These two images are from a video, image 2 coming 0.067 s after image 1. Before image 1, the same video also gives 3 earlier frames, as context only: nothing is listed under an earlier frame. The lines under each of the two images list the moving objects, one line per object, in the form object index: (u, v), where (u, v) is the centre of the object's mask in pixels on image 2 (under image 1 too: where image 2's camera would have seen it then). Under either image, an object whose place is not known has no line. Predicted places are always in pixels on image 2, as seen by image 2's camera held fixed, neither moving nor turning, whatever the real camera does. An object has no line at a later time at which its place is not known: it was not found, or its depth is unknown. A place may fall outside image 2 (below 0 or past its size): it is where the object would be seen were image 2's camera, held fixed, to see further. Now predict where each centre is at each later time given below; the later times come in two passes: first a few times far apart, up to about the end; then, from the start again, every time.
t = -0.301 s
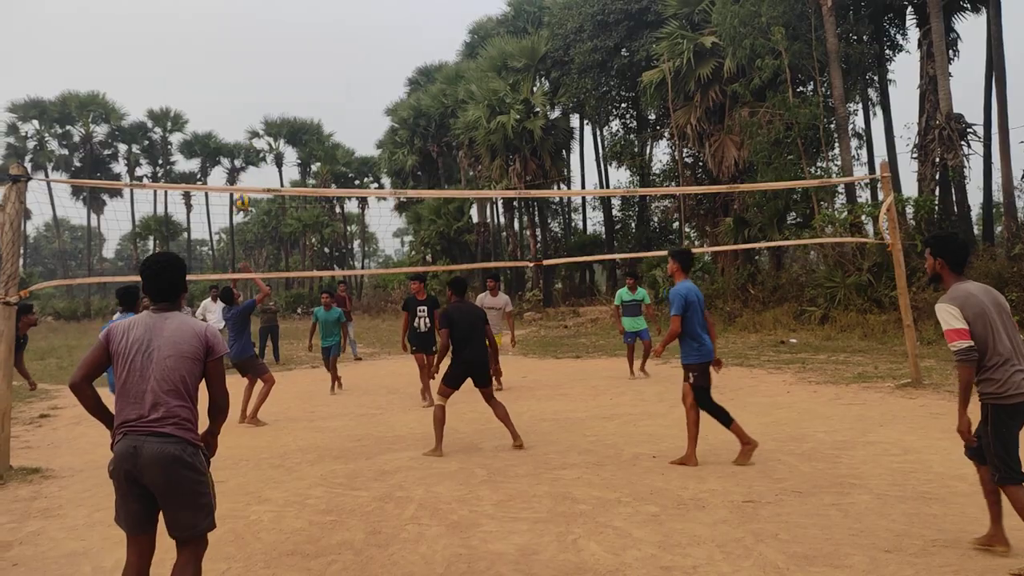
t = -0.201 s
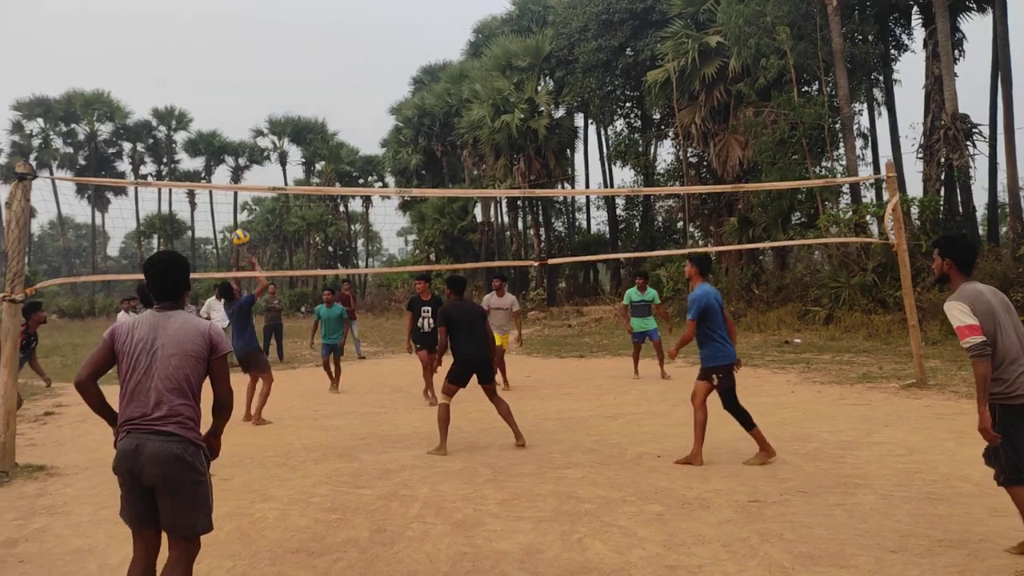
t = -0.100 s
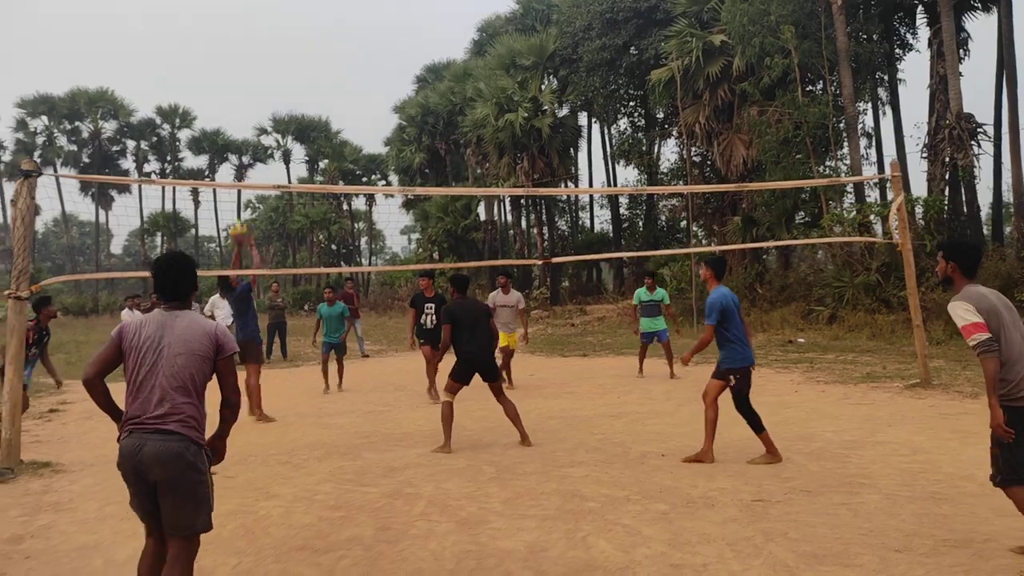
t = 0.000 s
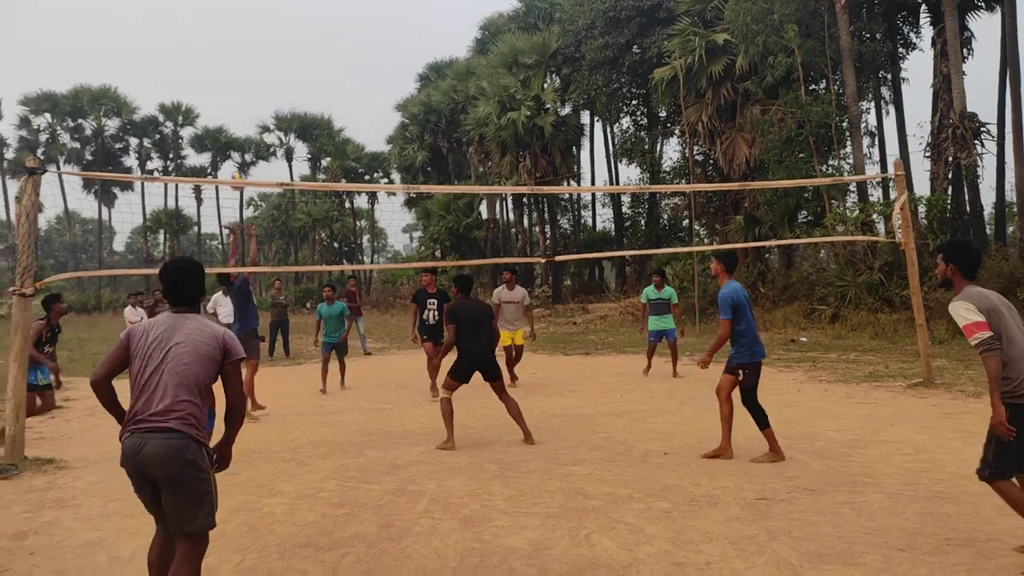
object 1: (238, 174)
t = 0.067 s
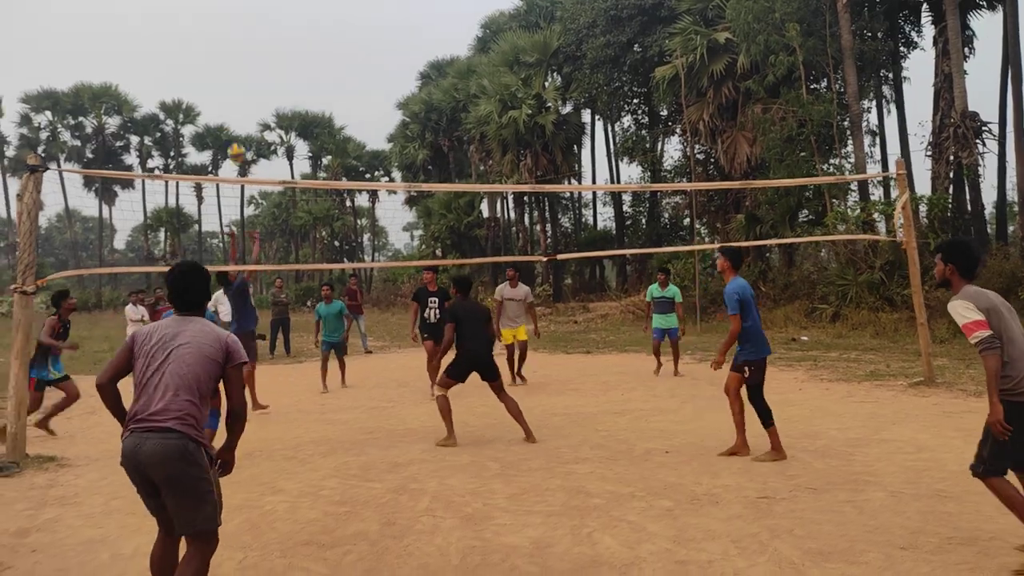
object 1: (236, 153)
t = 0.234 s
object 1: (233, 102)
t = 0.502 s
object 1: (228, 68)
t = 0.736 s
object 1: (224, 91)
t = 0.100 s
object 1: (235, 141)
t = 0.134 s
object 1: (234, 131)
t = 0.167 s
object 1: (235, 120)
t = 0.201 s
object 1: (234, 111)
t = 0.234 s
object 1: (233, 102)
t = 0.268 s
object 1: (233, 95)
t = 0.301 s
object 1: (232, 88)
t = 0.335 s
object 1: (231, 82)
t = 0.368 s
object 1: (230, 78)
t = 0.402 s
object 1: (230, 74)
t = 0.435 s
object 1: (229, 71)
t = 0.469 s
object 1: (229, 69)
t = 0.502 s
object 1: (228, 68)
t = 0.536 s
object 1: (227, 68)
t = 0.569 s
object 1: (227, 70)
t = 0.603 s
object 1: (226, 72)
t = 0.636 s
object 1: (226, 75)
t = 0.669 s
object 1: (225, 79)
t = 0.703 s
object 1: (225, 85)
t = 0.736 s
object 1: (224, 91)
